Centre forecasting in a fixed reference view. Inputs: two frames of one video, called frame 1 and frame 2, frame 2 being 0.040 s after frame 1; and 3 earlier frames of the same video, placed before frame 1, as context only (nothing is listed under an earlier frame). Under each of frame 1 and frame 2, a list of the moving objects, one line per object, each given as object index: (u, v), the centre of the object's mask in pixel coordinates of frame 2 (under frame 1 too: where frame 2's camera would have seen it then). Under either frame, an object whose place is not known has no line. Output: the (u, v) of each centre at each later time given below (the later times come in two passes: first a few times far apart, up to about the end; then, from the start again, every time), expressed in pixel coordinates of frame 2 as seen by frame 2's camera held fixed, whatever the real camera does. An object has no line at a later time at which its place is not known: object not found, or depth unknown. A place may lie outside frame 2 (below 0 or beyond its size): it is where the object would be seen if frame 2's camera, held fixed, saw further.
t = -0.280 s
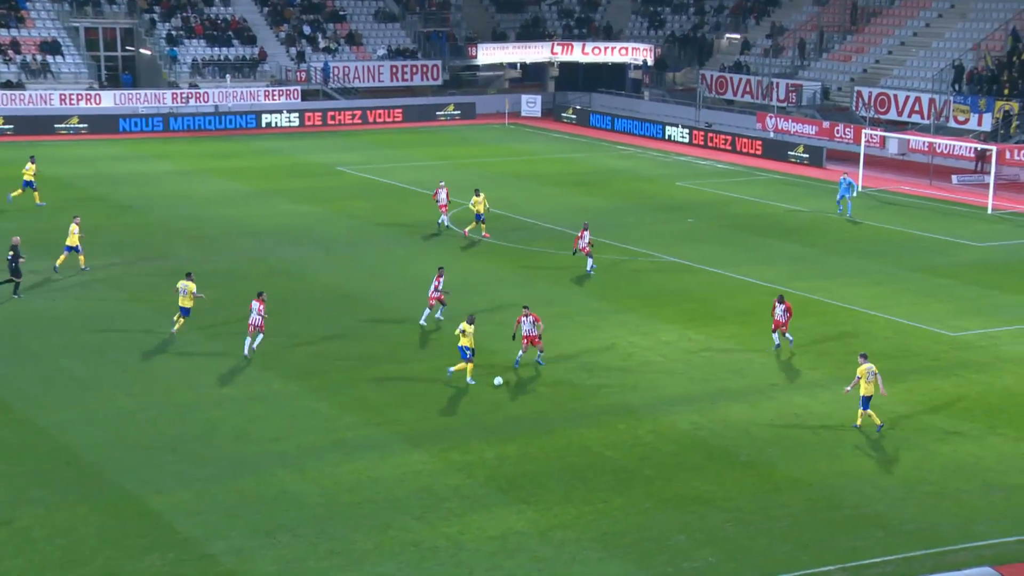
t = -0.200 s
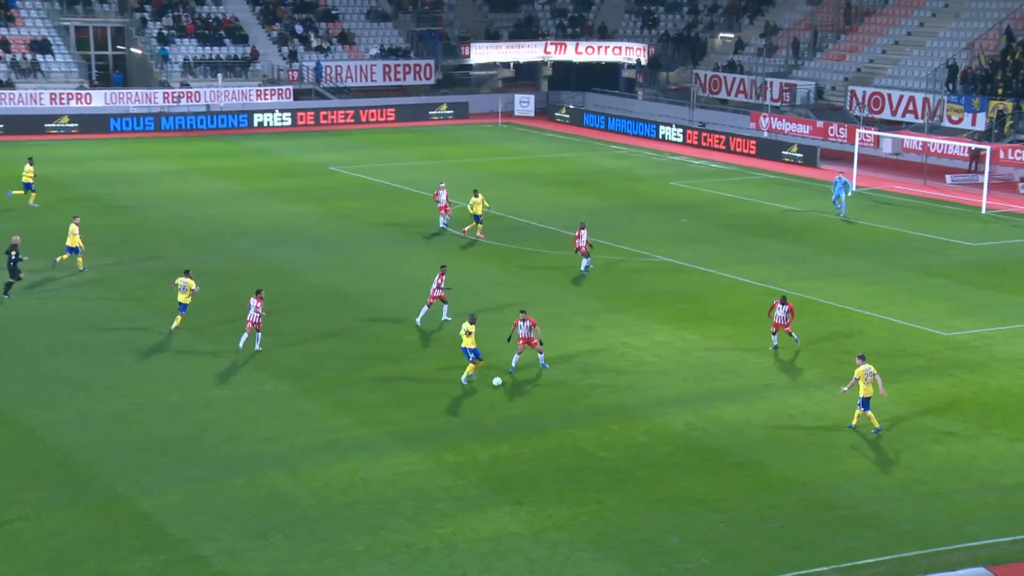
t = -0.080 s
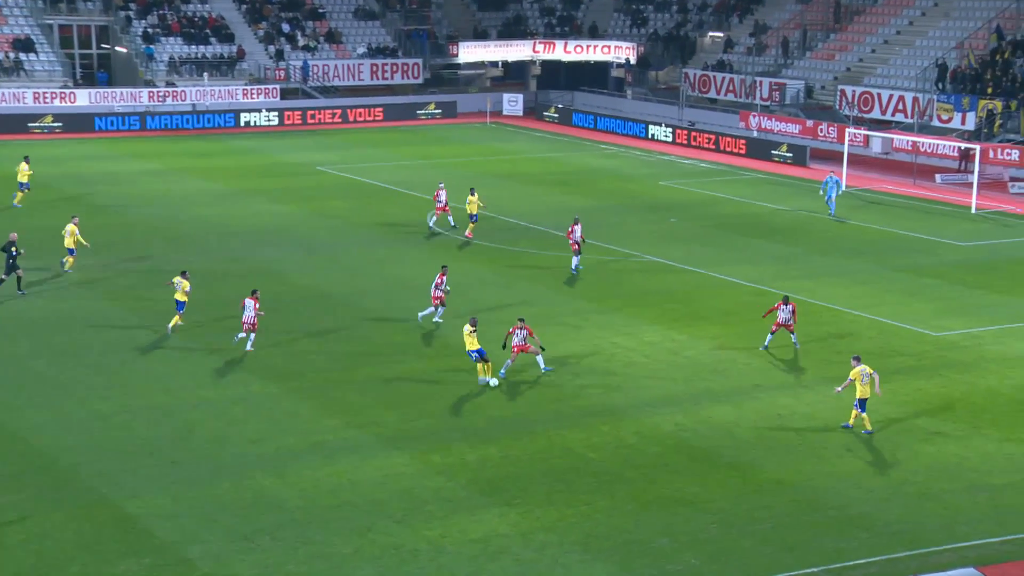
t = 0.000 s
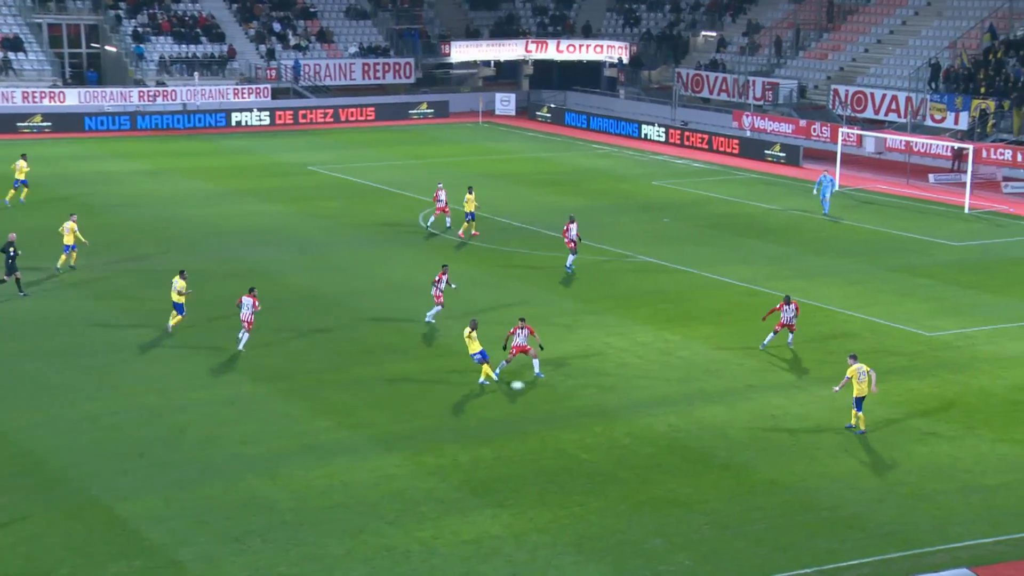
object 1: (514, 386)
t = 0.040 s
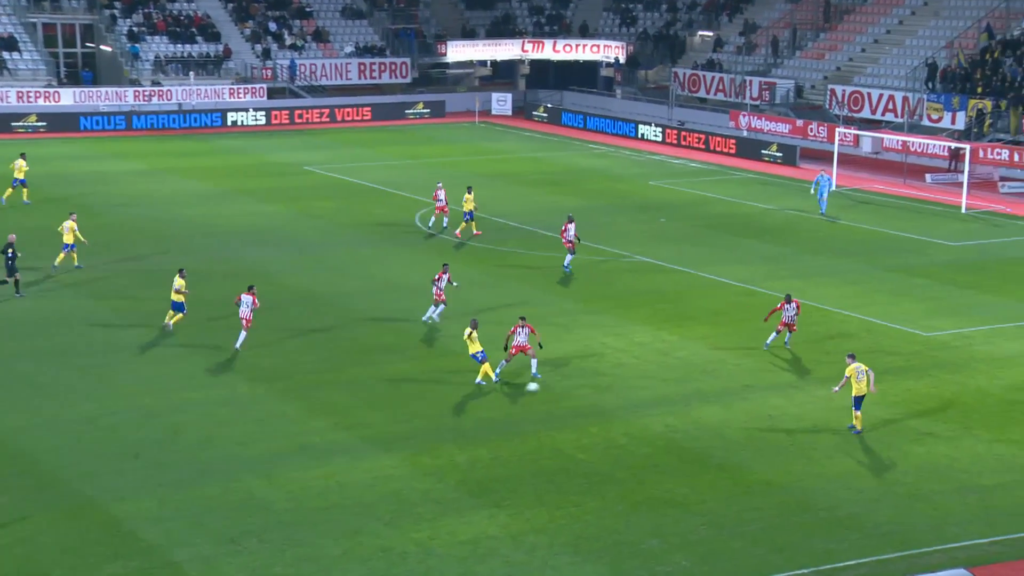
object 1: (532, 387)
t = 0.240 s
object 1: (619, 394)
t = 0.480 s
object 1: (709, 400)
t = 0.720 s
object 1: (785, 406)
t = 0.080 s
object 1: (551, 388)
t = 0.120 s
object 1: (569, 390)
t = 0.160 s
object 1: (586, 391)
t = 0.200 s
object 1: (603, 392)
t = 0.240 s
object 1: (619, 394)
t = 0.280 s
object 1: (635, 395)
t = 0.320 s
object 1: (650, 396)
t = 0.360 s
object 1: (665, 397)
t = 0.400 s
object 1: (681, 398)
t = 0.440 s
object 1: (695, 400)
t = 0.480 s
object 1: (709, 400)
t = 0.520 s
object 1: (722, 401)
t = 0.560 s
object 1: (735, 402)
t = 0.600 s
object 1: (748, 404)
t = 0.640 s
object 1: (761, 405)
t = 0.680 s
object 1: (773, 405)
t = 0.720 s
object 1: (785, 406)
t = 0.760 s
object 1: (797, 408)
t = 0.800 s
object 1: (808, 408)
